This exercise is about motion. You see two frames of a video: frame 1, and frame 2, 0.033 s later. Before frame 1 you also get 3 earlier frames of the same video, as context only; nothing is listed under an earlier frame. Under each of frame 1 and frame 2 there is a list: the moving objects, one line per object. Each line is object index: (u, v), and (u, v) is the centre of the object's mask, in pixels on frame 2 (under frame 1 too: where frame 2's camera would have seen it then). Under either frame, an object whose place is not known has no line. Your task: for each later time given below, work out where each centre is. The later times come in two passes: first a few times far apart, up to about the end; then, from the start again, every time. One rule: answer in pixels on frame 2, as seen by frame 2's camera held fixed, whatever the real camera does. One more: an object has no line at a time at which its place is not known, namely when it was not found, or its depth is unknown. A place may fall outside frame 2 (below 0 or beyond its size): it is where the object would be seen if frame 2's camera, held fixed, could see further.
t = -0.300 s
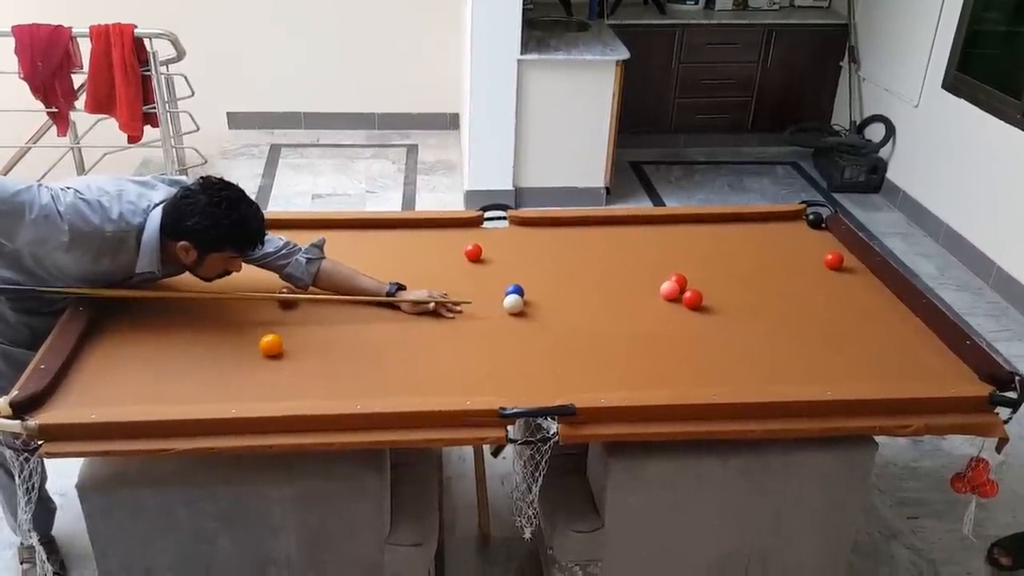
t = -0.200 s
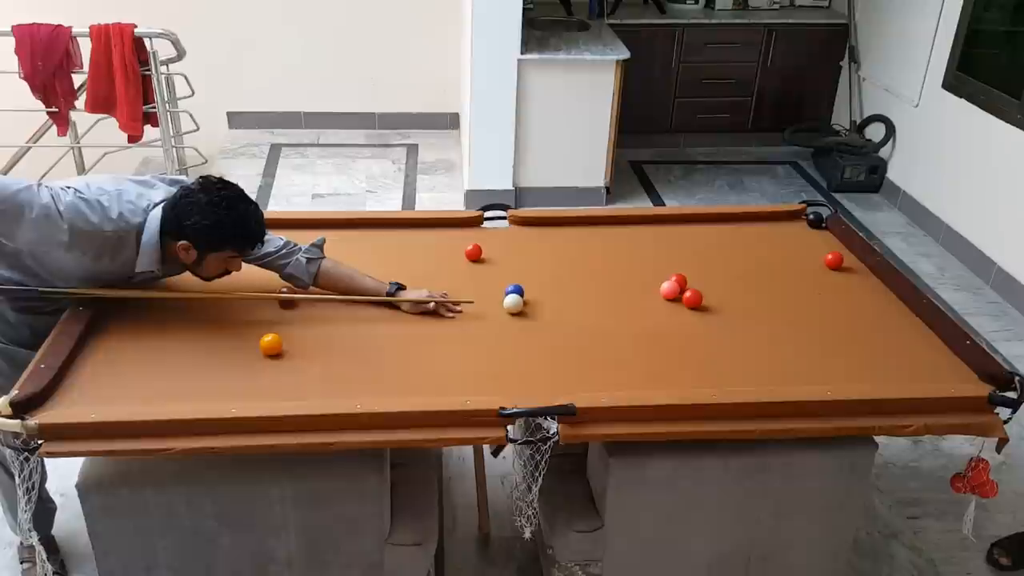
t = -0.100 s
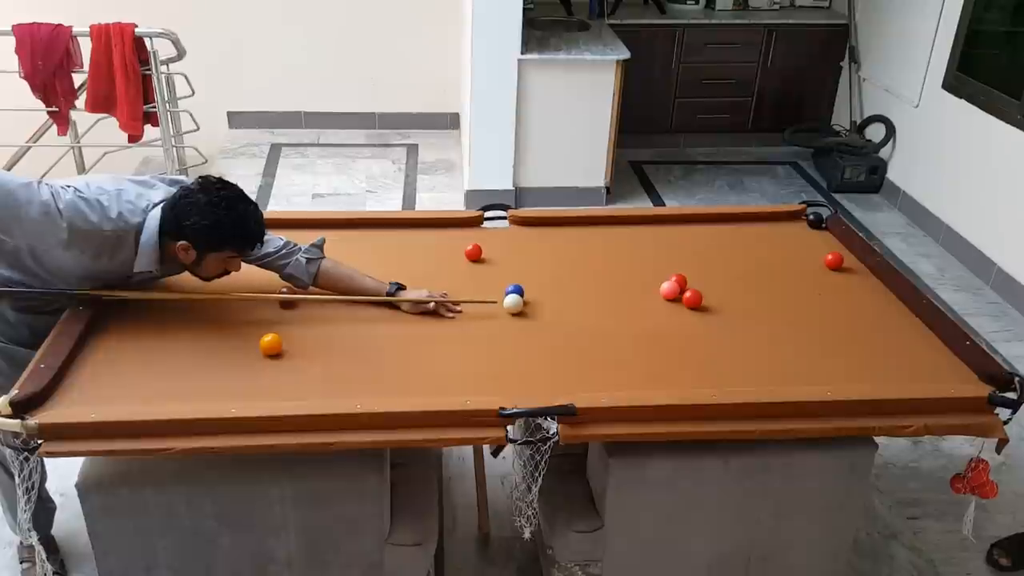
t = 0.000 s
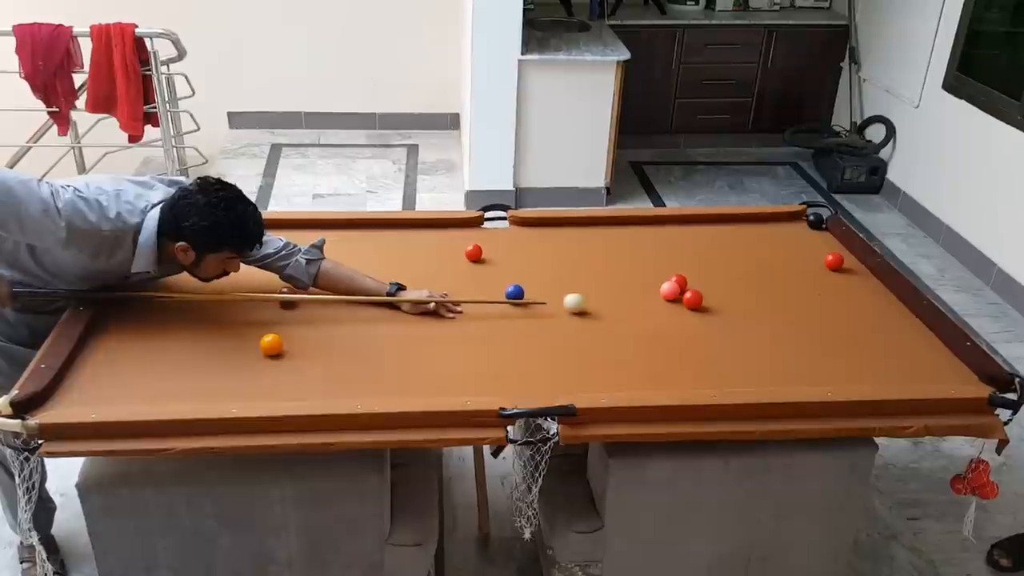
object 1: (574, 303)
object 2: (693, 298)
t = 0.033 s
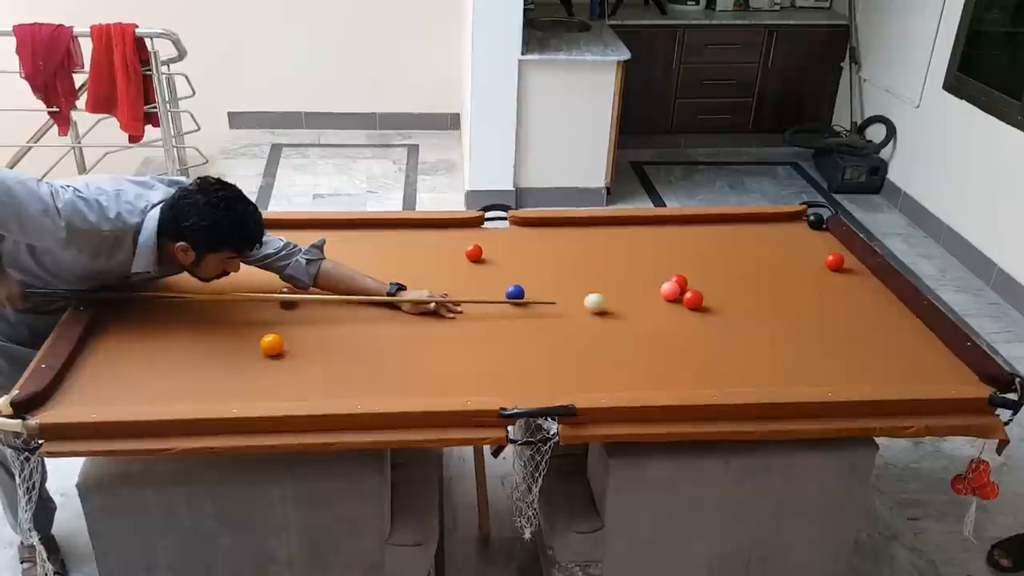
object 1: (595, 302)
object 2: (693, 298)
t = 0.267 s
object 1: (688, 307)
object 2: (736, 293)
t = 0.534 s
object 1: (742, 321)
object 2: (816, 282)
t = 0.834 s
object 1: (799, 335)
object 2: (850, 273)
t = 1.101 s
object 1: (847, 348)
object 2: (808, 269)
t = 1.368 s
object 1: (889, 361)
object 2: (770, 265)
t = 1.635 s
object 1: (926, 373)
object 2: (736, 263)
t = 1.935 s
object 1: (951, 377)
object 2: (702, 260)
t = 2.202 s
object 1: (960, 375)
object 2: (674, 258)
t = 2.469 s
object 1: (963, 374)
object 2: (651, 258)
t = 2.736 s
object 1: (964, 375)
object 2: (630, 257)
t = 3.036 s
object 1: (964, 375)
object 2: (610, 257)
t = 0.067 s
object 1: (614, 302)
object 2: (693, 298)
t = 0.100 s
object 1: (634, 302)
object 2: (692, 298)
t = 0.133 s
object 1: (655, 302)
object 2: (692, 298)
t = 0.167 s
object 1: (674, 302)
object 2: (694, 298)
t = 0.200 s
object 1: (678, 304)
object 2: (708, 297)
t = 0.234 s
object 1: (682, 305)
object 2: (723, 295)
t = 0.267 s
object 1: (688, 307)
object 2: (736, 293)
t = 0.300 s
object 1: (694, 309)
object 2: (747, 291)
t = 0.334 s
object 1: (701, 311)
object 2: (757, 290)
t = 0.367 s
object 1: (708, 312)
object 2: (768, 288)
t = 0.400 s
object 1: (715, 314)
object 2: (778, 287)
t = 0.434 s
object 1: (721, 316)
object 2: (788, 286)
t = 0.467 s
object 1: (728, 317)
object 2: (797, 284)
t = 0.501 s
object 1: (735, 319)
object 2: (807, 283)
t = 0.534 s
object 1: (742, 321)
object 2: (816, 282)
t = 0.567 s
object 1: (748, 322)
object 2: (826, 280)
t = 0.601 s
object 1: (755, 324)
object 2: (834, 279)
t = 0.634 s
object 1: (762, 325)
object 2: (844, 277)
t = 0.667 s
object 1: (768, 327)
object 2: (852, 276)
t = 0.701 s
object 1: (774, 329)
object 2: (861, 275)
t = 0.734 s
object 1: (781, 330)
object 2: (869, 274)
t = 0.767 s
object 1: (787, 332)
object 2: (862, 274)
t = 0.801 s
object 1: (793, 334)
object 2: (855, 273)
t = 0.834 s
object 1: (799, 335)
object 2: (850, 273)
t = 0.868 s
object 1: (805, 337)
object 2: (844, 272)
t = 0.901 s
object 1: (811, 338)
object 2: (839, 272)
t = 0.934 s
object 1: (818, 340)
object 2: (834, 272)
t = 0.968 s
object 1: (824, 342)
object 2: (827, 271)
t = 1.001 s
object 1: (829, 343)
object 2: (823, 270)
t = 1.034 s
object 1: (835, 345)
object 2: (818, 269)
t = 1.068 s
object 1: (841, 346)
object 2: (813, 269)
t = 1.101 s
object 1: (847, 348)
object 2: (808, 269)
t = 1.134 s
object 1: (852, 350)
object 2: (803, 268)
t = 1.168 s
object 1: (857, 351)
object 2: (798, 268)
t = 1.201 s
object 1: (863, 353)
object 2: (794, 267)
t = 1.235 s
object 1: (869, 355)
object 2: (789, 267)
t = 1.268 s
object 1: (873, 356)
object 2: (784, 266)
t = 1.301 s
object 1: (879, 358)
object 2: (779, 266)
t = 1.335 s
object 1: (883, 359)
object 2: (775, 266)
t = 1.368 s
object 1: (889, 361)
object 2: (770, 265)
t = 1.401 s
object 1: (894, 362)
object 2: (766, 265)
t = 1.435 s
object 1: (898, 364)
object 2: (761, 265)
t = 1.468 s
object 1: (903, 366)
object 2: (757, 265)
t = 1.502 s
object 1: (908, 367)
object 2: (752, 264)
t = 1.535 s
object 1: (912, 369)
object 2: (748, 263)
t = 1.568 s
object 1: (917, 371)
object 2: (744, 263)
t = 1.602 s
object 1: (921, 372)
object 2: (740, 263)
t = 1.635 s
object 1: (926, 373)
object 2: (736, 263)
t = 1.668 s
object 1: (930, 374)
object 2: (732, 262)
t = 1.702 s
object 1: (934, 375)
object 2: (728, 262)
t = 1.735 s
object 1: (937, 377)
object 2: (724, 262)
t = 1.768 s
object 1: (941, 377)
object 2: (720, 262)
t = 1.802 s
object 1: (946, 378)
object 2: (716, 261)
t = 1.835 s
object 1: (948, 378)
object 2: (713, 261)
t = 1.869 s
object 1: (949, 378)
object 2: (709, 261)
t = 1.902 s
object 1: (950, 377)
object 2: (705, 261)
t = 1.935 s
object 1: (951, 377)
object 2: (702, 260)
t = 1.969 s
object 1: (952, 376)
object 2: (698, 260)
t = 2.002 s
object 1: (953, 376)
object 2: (695, 260)
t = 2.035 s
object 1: (954, 376)
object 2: (691, 259)
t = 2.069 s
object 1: (956, 375)
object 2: (688, 259)
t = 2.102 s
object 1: (958, 375)
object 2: (684, 259)
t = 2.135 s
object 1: (958, 375)
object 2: (681, 259)
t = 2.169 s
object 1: (959, 375)
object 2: (678, 259)
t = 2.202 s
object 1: (960, 375)
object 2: (674, 258)
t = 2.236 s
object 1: (961, 375)
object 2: (671, 258)
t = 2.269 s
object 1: (961, 374)
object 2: (668, 258)
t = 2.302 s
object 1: (962, 374)
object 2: (665, 258)
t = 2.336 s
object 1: (962, 374)
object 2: (662, 258)
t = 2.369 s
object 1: (962, 374)
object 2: (659, 258)
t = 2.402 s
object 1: (962, 374)
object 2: (656, 258)
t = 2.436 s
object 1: (963, 374)
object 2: (653, 258)
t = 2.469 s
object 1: (963, 374)
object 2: (651, 258)
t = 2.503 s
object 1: (963, 374)
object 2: (648, 258)
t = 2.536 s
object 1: (963, 374)
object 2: (645, 258)
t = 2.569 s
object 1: (963, 374)
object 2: (643, 258)
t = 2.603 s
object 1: (964, 374)
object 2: (640, 258)
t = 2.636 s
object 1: (964, 374)
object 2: (638, 258)
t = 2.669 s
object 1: (963, 374)
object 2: (635, 257)
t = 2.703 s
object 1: (964, 374)
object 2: (633, 257)
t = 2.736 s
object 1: (964, 375)
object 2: (630, 257)
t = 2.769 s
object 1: (964, 375)
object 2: (628, 257)
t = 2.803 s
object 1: (964, 375)
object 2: (626, 257)
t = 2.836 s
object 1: (964, 375)
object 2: (623, 257)
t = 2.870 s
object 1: (964, 375)
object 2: (621, 257)
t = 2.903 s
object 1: (964, 375)
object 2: (619, 257)
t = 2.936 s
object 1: (964, 375)
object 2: (617, 257)
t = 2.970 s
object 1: (963, 375)
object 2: (615, 257)
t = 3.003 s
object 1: (964, 375)
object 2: (613, 257)
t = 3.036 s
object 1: (964, 375)
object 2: (610, 257)
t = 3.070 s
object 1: (964, 375)
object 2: (609, 257)
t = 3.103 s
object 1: (963, 374)
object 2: (607, 257)
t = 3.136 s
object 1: (964, 375)
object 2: (605, 257)
